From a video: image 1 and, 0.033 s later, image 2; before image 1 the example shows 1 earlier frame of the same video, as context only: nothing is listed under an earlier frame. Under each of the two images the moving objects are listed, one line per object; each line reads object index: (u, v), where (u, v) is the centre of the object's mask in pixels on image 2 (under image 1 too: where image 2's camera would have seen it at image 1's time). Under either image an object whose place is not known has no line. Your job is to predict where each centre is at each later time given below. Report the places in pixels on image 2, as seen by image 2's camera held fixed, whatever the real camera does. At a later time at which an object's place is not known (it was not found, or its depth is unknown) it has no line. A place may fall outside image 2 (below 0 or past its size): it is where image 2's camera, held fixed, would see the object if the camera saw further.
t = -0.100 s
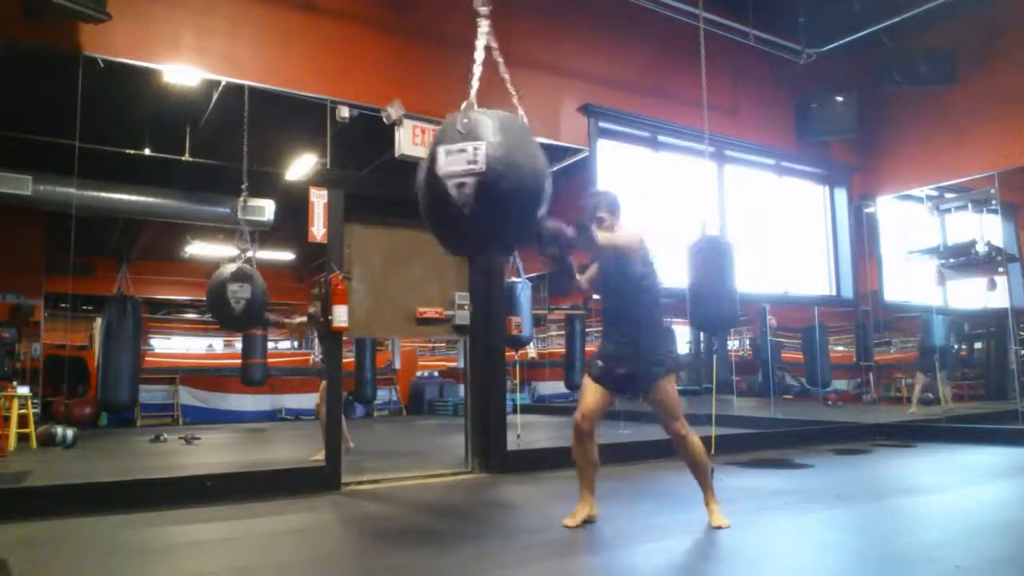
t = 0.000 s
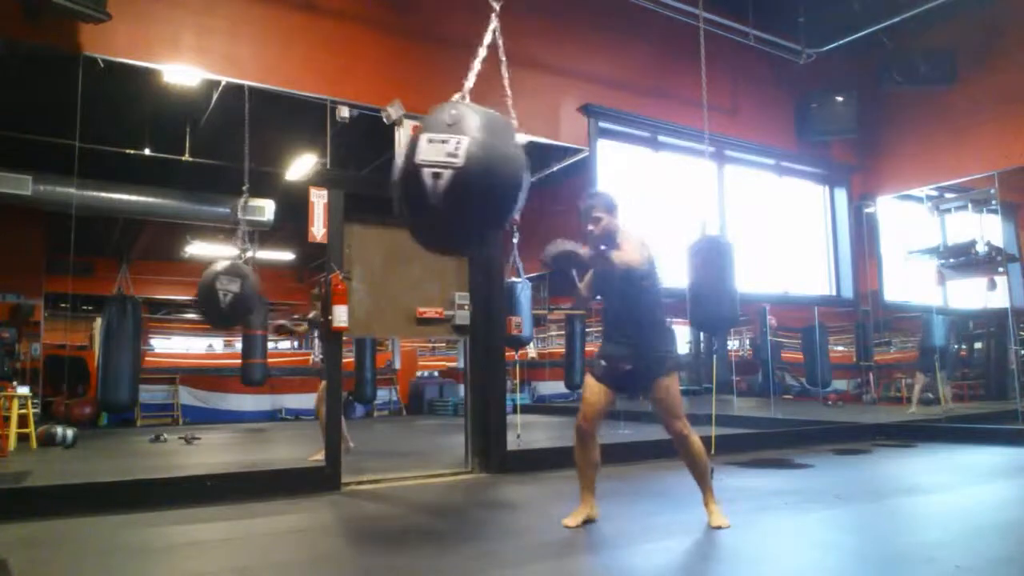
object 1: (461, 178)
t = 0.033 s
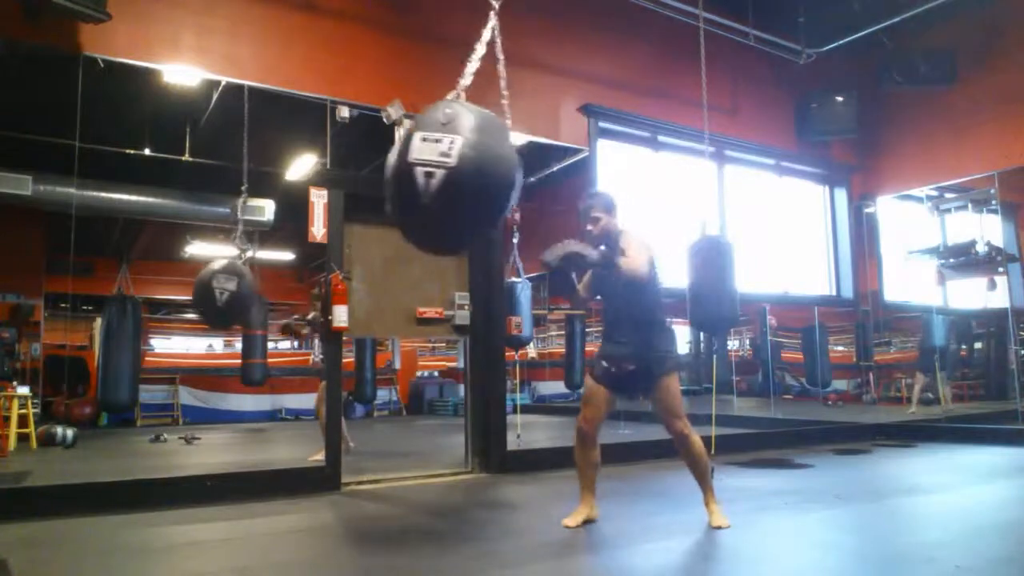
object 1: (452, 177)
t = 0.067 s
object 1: (444, 177)
